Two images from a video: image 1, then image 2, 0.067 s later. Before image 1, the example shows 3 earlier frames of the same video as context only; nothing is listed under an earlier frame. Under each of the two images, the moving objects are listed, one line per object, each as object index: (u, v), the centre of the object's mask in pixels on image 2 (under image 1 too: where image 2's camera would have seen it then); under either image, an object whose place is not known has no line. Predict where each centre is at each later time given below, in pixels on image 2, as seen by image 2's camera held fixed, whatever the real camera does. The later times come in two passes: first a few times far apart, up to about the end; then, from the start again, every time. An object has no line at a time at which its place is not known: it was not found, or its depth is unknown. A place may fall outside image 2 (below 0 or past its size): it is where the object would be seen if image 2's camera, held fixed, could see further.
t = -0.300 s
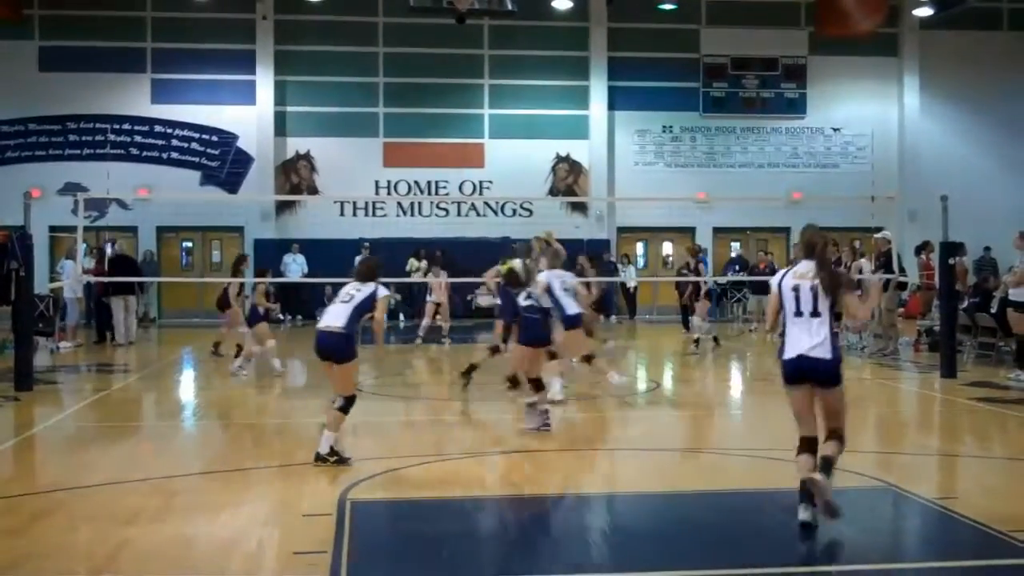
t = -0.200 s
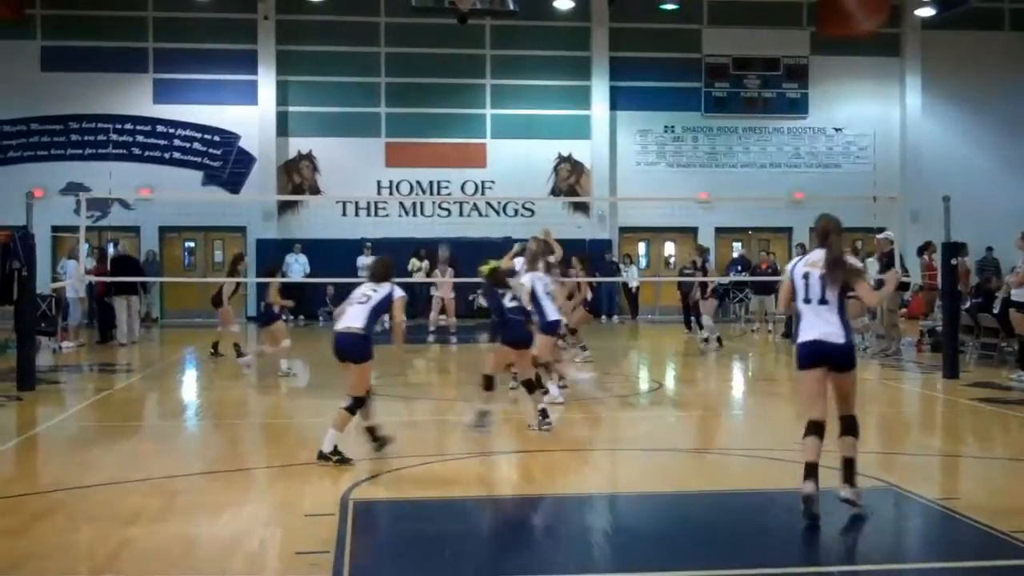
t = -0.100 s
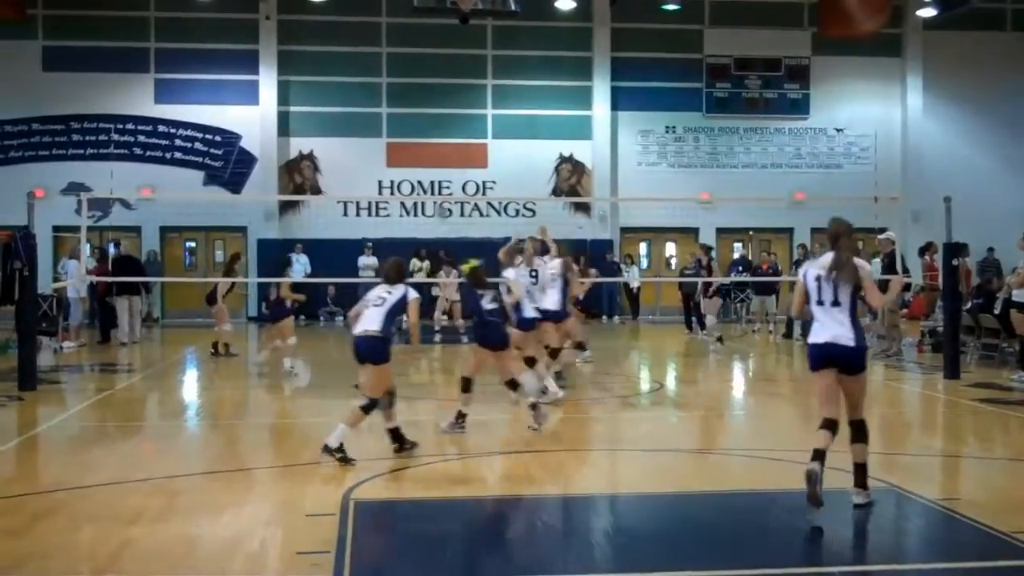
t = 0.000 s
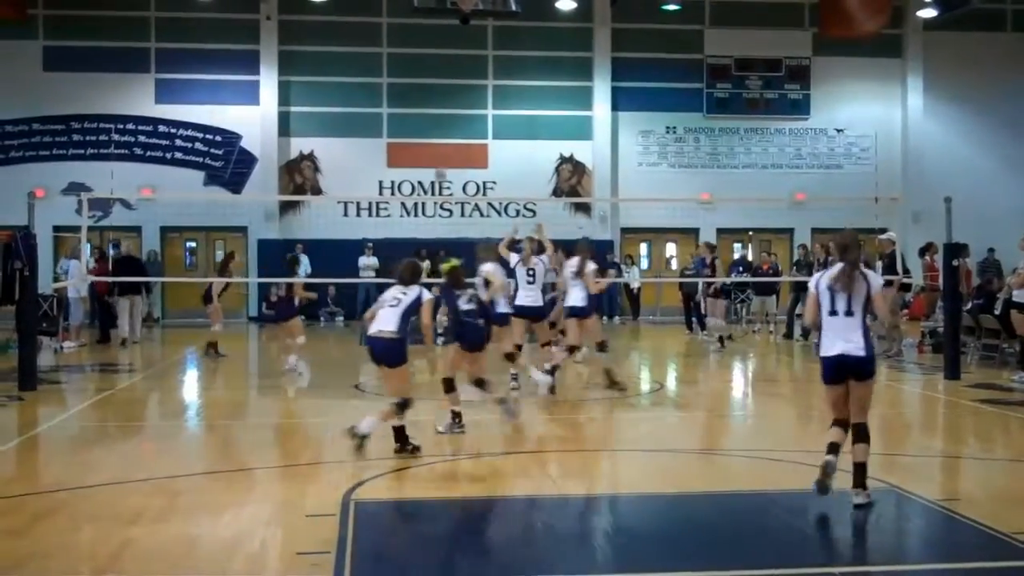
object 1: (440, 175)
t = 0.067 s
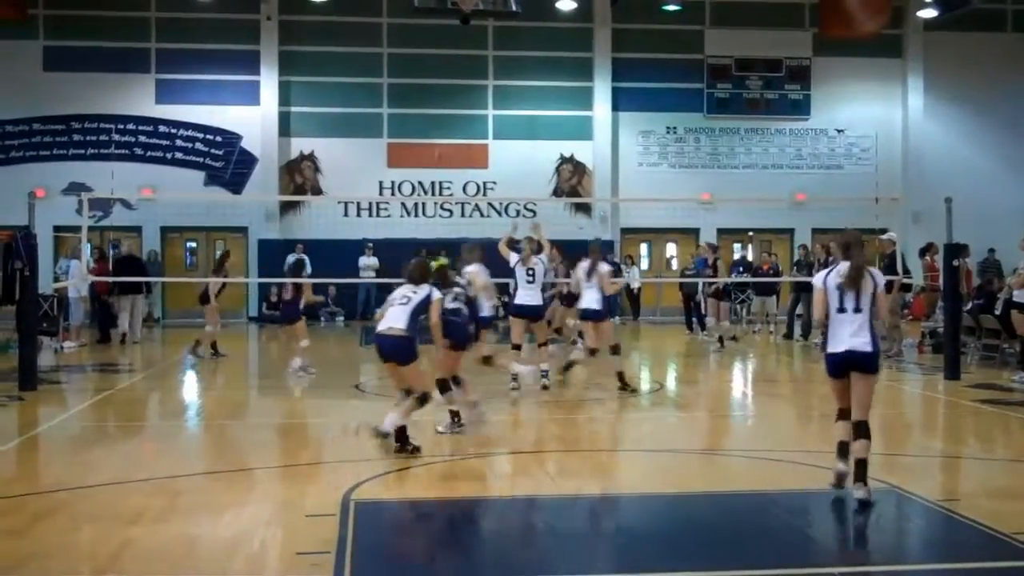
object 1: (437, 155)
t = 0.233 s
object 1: (435, 107)
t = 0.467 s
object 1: (429, 73)
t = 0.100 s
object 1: (438, 142)
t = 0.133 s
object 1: (438, 132)
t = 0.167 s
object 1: (438, 122)
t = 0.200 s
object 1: (436, 117)
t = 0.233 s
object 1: (435, 107)
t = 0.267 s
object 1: (434, 101)
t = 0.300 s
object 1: (433, 95)
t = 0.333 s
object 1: (433, 90)
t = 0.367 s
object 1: (433, 87)
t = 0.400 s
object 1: (431, 79)
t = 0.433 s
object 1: (430, 76)
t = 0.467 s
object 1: (429, 73)
